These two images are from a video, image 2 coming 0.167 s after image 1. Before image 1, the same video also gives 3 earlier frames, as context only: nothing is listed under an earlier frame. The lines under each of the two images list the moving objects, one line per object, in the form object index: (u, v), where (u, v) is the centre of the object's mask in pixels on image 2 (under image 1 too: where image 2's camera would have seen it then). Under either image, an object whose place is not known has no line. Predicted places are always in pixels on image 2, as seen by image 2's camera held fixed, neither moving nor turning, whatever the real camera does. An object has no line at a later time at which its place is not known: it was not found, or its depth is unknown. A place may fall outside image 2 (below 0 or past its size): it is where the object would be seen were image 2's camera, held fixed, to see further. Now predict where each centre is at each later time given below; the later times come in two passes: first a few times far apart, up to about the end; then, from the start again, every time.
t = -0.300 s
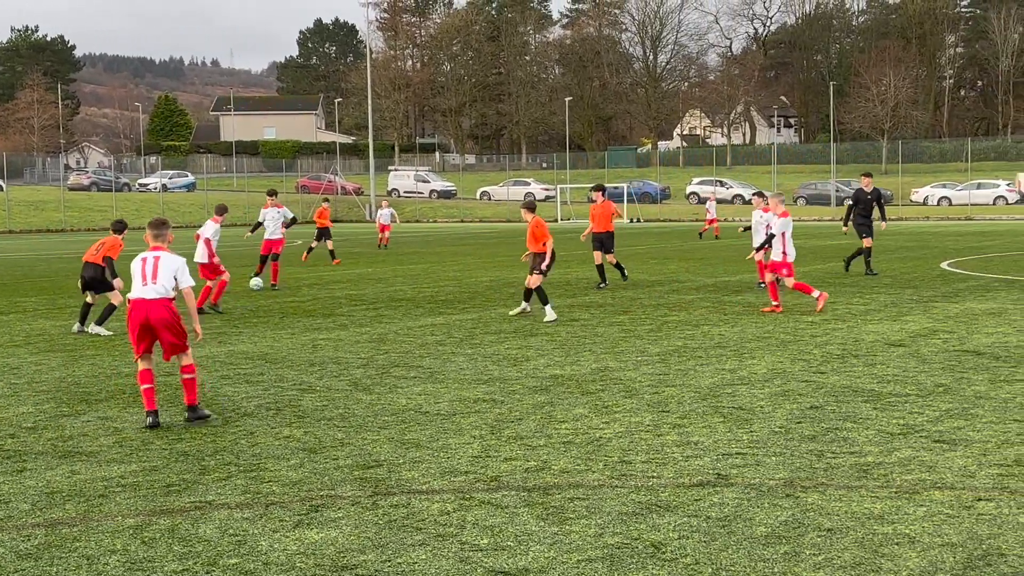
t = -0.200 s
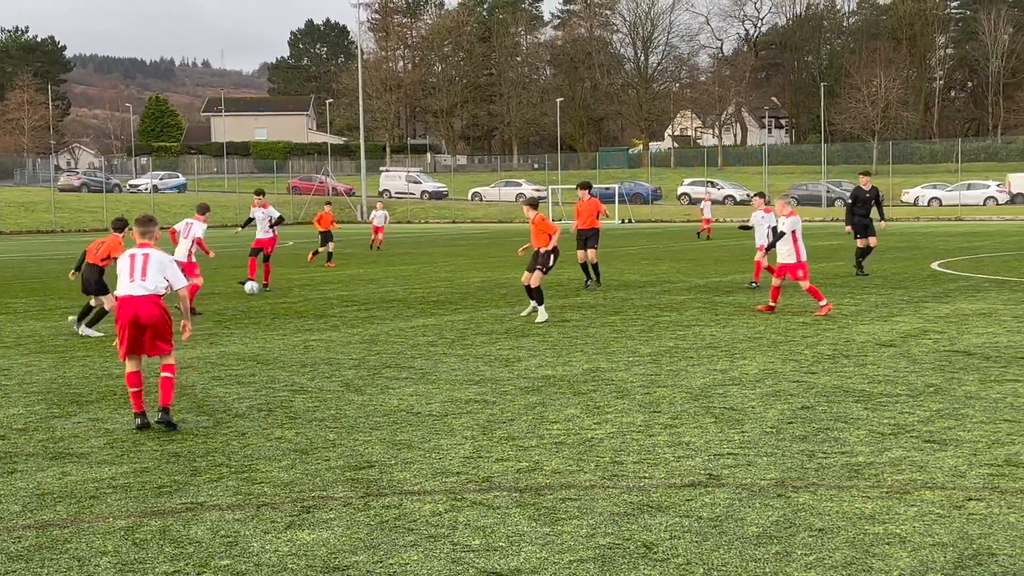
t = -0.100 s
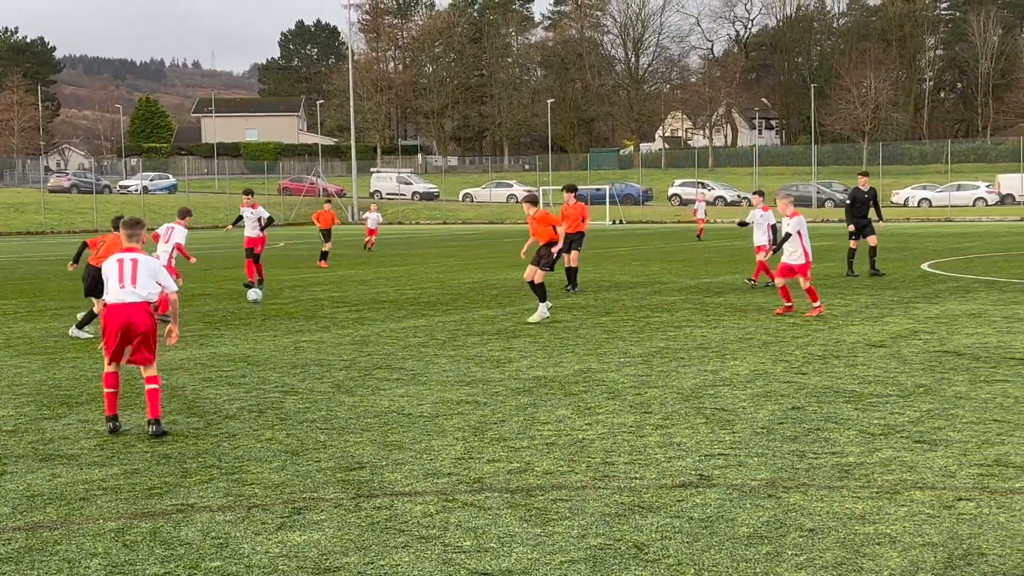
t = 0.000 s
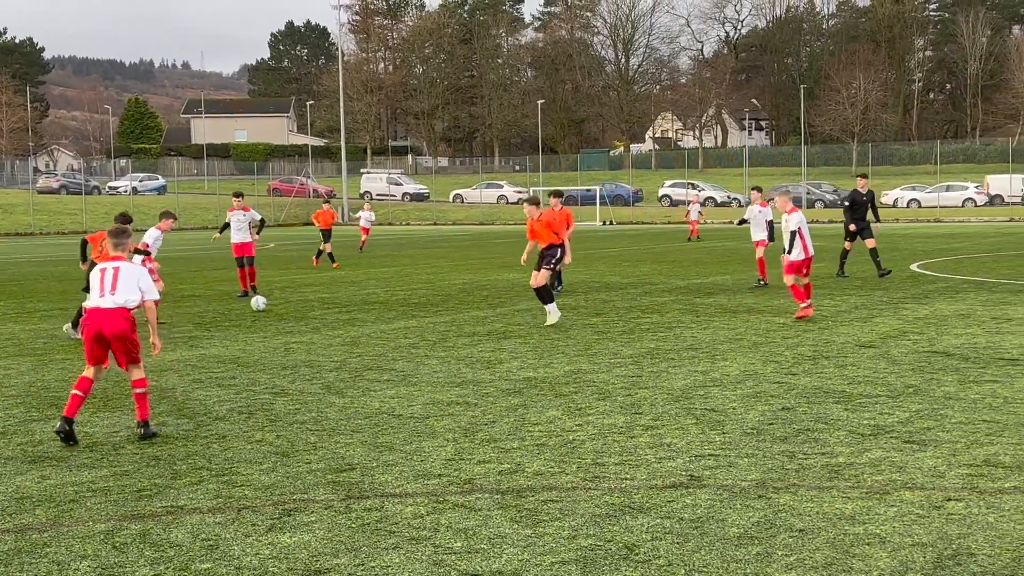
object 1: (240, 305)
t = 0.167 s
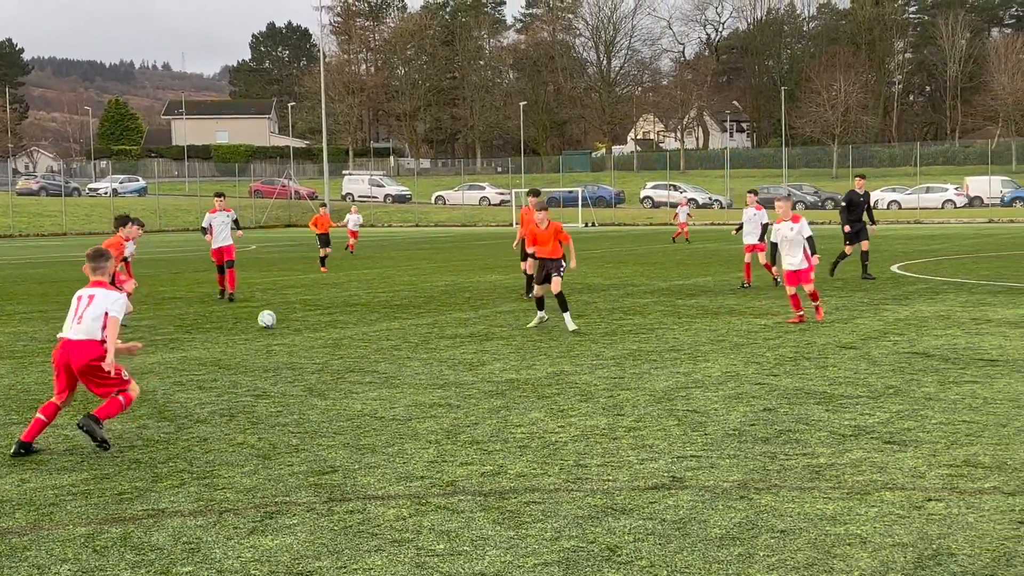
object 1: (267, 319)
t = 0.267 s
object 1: (285, 328)
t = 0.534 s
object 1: (345, 357)
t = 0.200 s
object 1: (273, 322)
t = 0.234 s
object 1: (279, 325)
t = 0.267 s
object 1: (285, 328)
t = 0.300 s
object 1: (292, 331)
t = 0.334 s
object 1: (299, 335)
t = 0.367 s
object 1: (306, 338)
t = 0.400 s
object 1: (313, 341)
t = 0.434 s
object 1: (320, 345)
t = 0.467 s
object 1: (328, 348)
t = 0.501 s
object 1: (337, 353)
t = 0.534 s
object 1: (345, 357)
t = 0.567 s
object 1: (354, 362)
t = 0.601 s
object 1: (363, 366)
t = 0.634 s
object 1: (372, 371)
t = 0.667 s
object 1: (382, 376)
